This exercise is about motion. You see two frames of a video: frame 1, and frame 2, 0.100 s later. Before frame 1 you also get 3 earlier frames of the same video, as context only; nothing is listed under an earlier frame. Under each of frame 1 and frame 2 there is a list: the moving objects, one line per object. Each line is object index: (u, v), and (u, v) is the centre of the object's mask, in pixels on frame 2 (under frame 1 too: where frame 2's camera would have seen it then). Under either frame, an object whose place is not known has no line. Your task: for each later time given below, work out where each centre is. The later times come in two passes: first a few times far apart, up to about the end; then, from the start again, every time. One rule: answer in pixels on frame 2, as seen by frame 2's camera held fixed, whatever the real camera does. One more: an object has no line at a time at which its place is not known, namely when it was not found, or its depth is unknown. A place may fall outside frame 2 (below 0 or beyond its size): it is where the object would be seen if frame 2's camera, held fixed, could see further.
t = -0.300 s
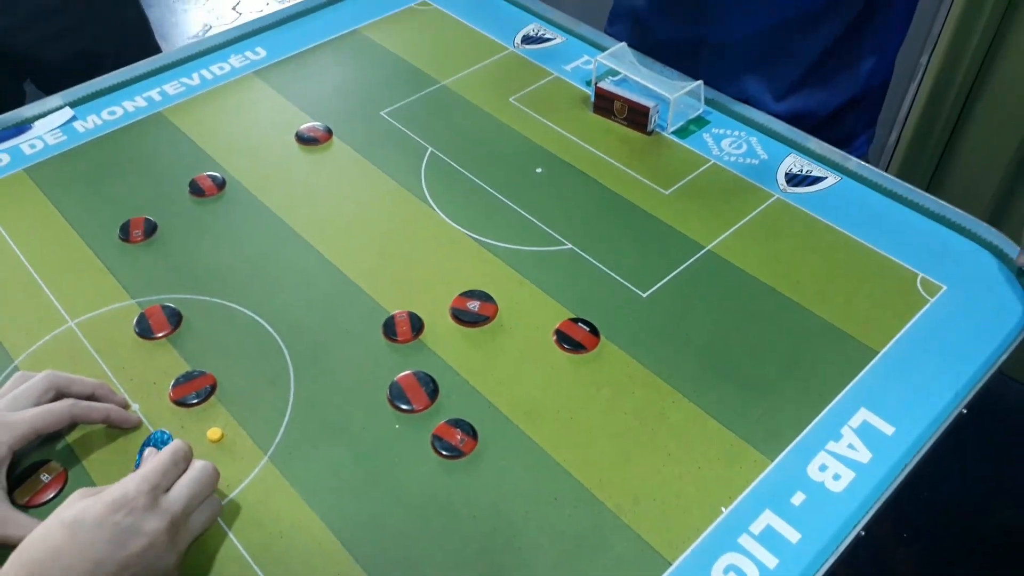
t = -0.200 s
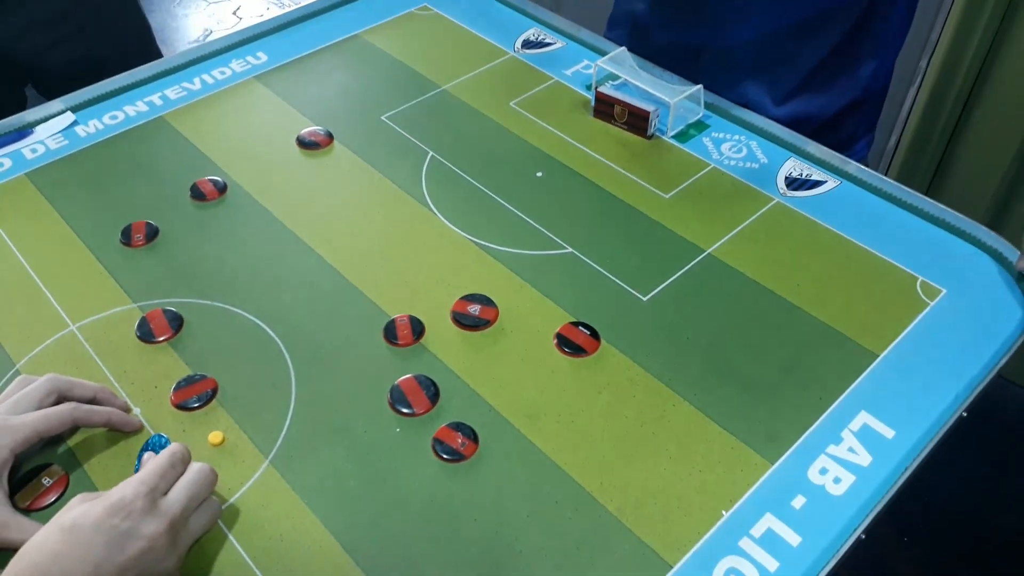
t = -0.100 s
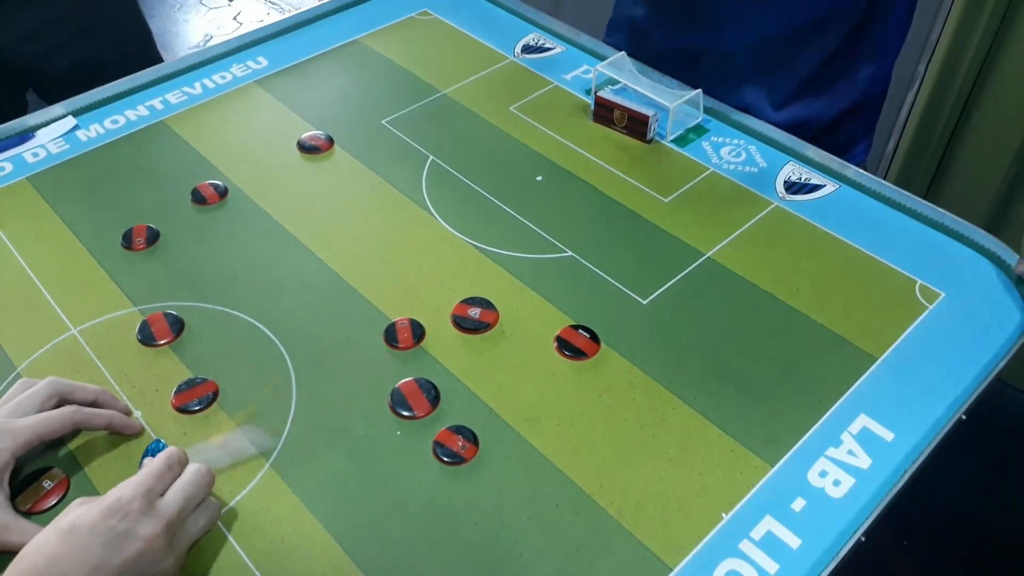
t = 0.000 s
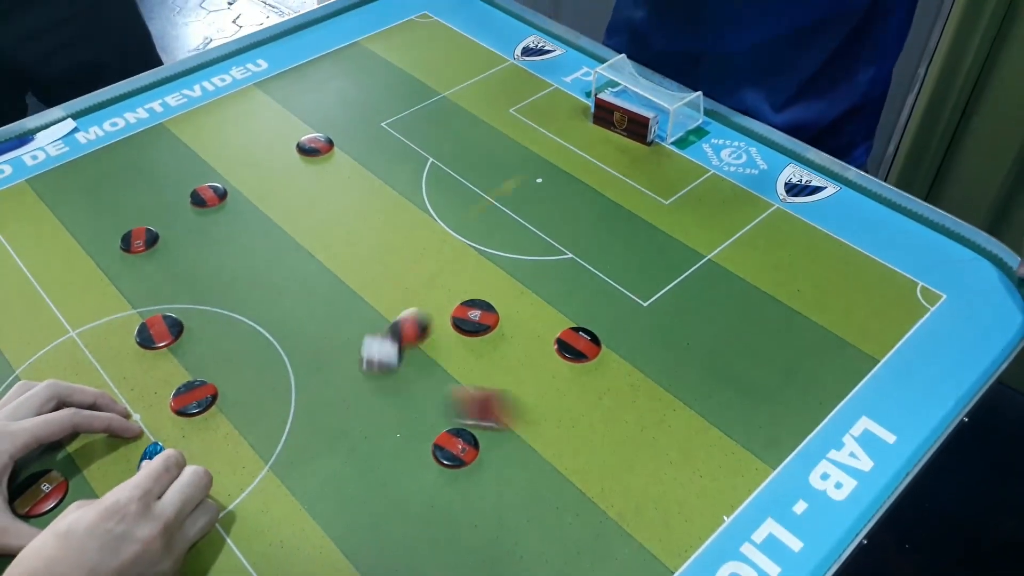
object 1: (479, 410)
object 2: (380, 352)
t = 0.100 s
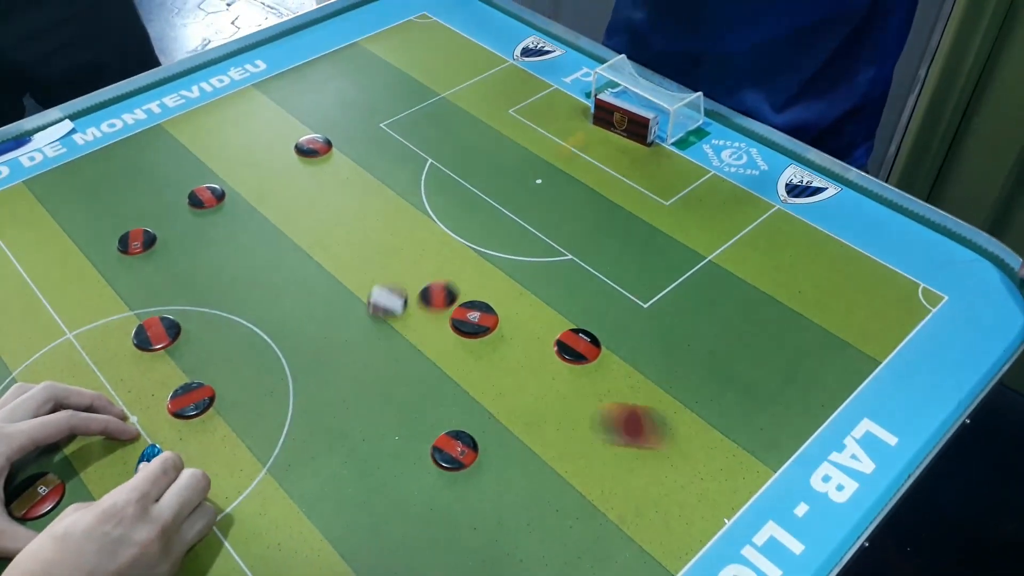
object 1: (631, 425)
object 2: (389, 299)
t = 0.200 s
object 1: (764, 439)
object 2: (396, 256)
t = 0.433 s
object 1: (881, 411)
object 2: (408, 204)
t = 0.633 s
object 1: (878, 383)
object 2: (411, 197)
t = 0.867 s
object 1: (878, 382)
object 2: (411, 197)
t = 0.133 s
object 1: (676, 430)
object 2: (392, 283)
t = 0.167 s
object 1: (723, 435)
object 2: (394, 269)
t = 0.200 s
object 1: (764, 439)
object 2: (396, 256)
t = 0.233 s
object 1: (800, 441)
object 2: (399, 245)
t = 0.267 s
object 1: (841, 447)
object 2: (401, 235)
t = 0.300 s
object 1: (878, 450)
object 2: (403, 226)
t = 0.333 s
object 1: (890, 444)
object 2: (404, 219)
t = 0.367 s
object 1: (886, 431)
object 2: (406, 213)
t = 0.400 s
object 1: (884, 420)
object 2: (407, 208)
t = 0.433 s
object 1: (881, 411)
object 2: (408, 204)
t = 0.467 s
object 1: (880, 403)
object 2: (409, 201)
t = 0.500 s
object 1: (878, 396)
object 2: (410, 198)
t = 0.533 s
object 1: (878, 391)
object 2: (411, 197)
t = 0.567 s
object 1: (877, 387)
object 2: (411, 197)
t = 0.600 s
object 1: (877, 384)
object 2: (411, 197)
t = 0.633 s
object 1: (878, 383)
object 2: (411, 197)
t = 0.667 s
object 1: (878, 382)
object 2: (411, 197)
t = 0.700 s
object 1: (878, 382)
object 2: (411, 197)
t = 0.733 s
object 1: (878, 382)
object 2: (411, 197)
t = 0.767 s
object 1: (878, 383)
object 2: (411, 197)
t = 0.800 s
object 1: (878, 382)
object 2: (411, 197)
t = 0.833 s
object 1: (878, 383)
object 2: (411, 197)
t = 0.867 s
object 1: (878, 382)
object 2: (411, 197)
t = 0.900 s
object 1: (878, 382)
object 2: (411, 197)
